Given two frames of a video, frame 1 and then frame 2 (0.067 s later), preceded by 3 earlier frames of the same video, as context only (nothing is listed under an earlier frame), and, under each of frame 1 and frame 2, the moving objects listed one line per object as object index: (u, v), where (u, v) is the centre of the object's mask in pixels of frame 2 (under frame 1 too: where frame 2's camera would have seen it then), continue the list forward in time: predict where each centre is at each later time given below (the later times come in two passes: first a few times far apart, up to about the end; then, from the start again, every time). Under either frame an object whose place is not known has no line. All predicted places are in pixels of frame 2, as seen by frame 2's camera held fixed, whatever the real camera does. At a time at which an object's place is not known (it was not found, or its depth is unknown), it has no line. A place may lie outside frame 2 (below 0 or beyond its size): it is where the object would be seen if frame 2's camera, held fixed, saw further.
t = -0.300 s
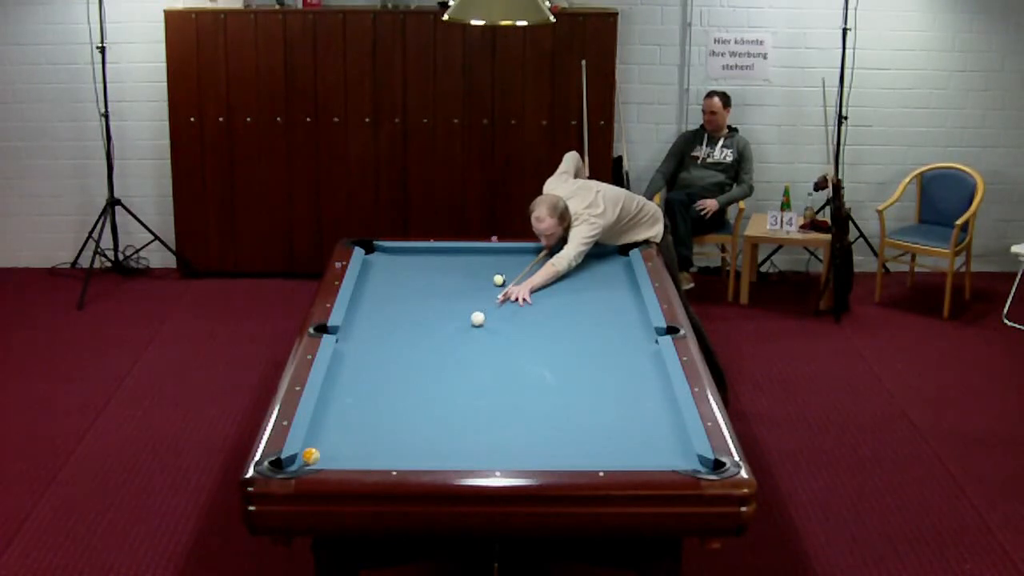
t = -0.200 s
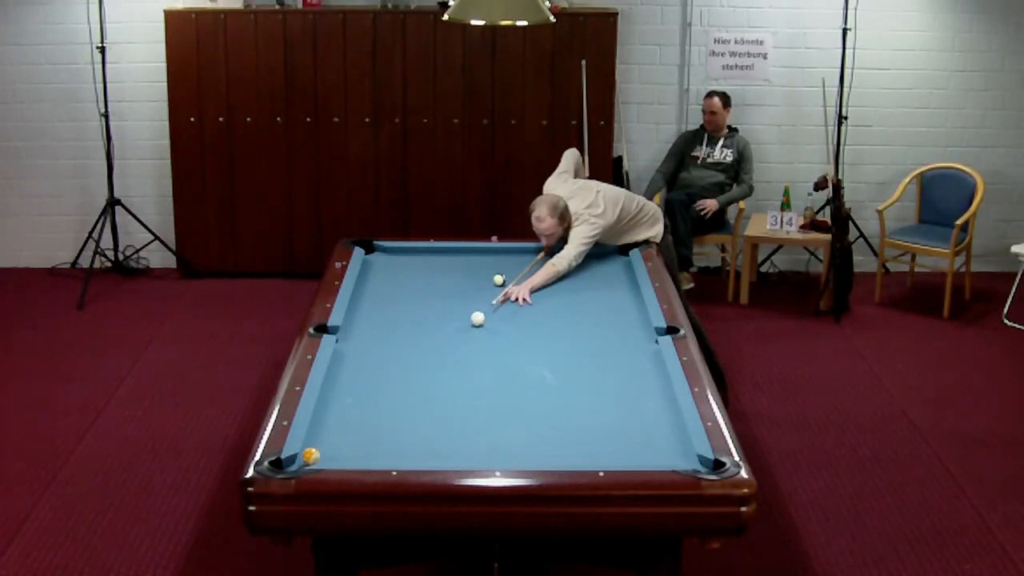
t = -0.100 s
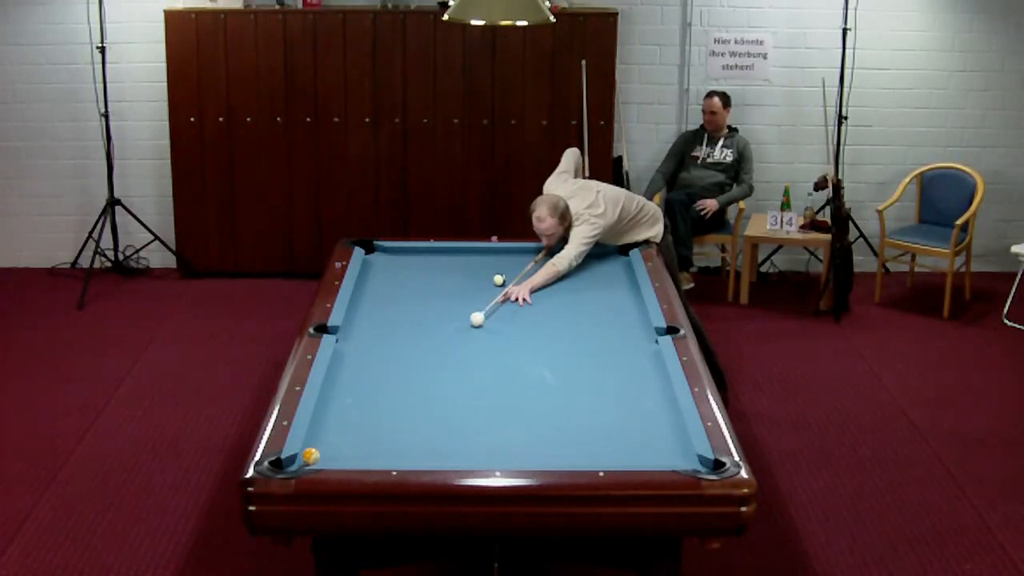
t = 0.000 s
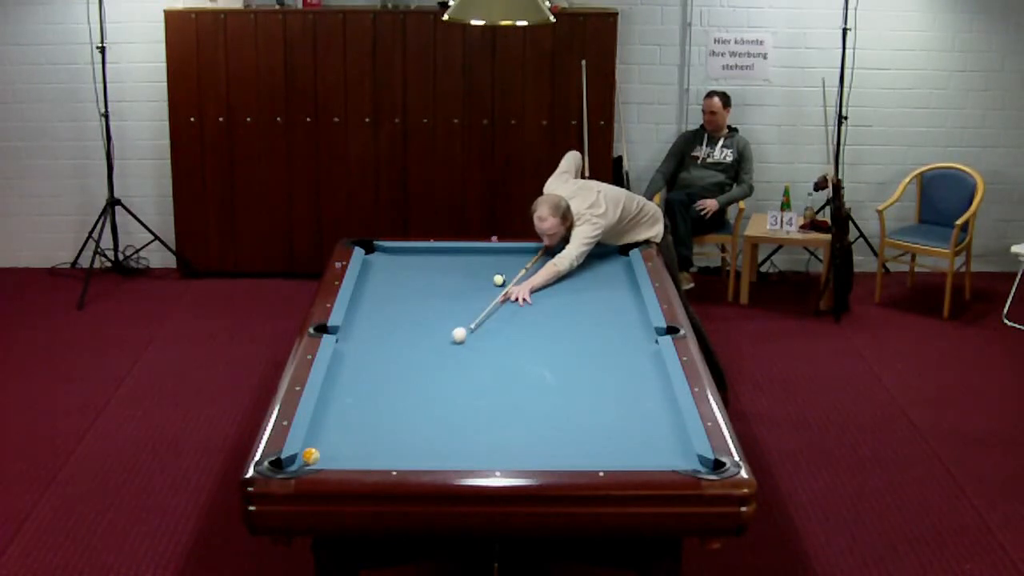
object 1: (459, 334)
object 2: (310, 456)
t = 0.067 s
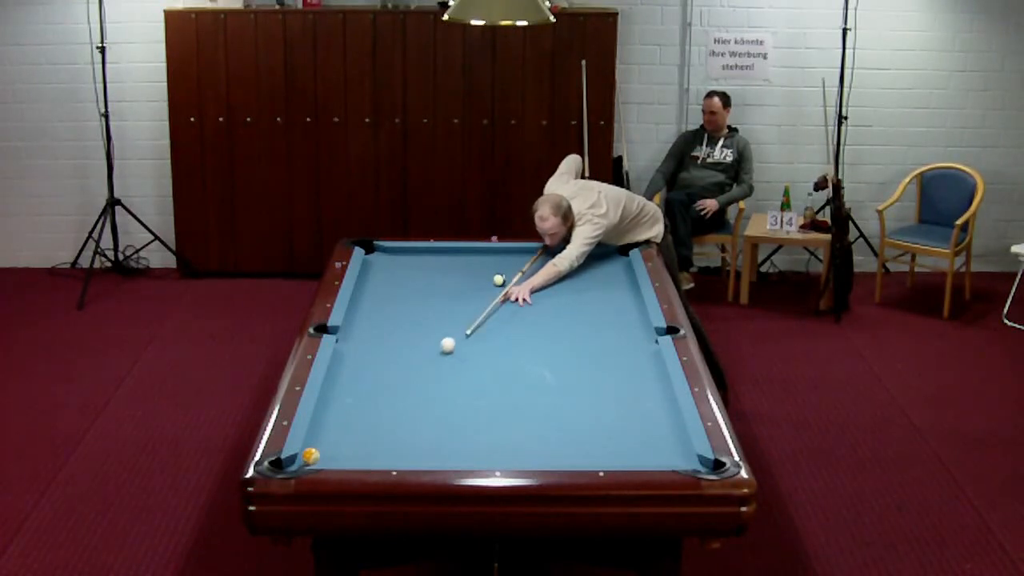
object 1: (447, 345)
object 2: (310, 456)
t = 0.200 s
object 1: (424, 366)
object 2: (310, 456)
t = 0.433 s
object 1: (378, 406)
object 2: (310, 456)
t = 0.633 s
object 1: (333, 447)
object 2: (310, 456)
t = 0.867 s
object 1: (353, 453)
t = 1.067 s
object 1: (375, 443)
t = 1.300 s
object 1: (398, 432)
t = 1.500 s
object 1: (417, 424)
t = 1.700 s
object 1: (435, 415)
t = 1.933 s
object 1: (455, 406)
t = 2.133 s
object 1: (470, 399)
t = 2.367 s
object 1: (486, 391)
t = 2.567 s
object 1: (500, 385)
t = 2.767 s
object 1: (513, 379)
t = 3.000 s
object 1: (527, 373)
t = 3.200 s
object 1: (538, 367)
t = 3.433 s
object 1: (549, 362)
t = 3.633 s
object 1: (558, 358)
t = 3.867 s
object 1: (568, 353)
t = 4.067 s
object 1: (576, 349)
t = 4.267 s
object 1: (583, 345)
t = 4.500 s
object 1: (591, 342)
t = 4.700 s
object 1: (597, 340)
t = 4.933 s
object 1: (603, 336)
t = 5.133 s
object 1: (609, 334)
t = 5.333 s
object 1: (613, 333)
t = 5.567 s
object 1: (618, 330)
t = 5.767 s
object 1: (622, 329)
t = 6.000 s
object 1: (625, 327)
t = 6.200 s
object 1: (627, 326)
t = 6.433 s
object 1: (630, 325)
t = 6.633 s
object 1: (632, 325)
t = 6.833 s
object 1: (632, 324)
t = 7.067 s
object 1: (632, 323)
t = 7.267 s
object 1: (633, 323)
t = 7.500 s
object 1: (633, 323)
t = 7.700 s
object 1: (632, 323)
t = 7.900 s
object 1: (632, 323)
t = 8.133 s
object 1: (632, 323)
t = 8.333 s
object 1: (632, 323)
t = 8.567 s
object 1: (632, 323)
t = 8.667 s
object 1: (632, 323)
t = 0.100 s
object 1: (442, 350)
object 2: (310, 456)
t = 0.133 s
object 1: (436, 355)
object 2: (310, 456)
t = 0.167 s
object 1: (430, 360)
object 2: (310, 456)
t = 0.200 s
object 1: (424, 366)
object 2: (310, 456)
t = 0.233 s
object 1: (418, 371)
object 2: (310, 456)
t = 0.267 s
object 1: (412, 377)
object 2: (310, 456)
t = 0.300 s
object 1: (405, 382)
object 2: (310, 456)
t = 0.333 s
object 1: (398, 388)
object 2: (310, 456)
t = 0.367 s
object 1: (392, 394)
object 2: (310, 456)
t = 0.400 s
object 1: (385, 400)
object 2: (310, 456)
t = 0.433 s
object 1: (378, 406)
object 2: (310, 456)
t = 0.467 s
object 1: (371, 413)
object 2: (310, 456)
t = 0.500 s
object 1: (363, 419)
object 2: (310, 456)
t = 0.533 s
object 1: (356, 426)
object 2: (310, 456)
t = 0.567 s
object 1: (349, 433)
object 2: (310, 456)
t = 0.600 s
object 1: (341, 440)
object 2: (310, 456)
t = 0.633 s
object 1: (333, 447)
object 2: (310, 456)
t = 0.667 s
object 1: (327, 452)
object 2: (309, 456)
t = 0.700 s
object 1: (331, 454)
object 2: (297, 459)
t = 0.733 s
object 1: (335, 458)
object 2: (290, 463)
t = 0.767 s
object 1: (340, 458)
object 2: (285, 467)
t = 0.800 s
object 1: (345, 456)
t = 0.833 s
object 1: (349, 454)
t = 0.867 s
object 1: (353, 453)
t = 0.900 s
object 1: (357, 452)
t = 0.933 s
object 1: (361, 450)
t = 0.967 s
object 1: (364, 449)
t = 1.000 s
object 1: (368, 447)
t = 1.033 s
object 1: (371, 445)
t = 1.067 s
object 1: (375, 443)
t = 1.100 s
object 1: (378, 442)
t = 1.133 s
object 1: (382, 440)
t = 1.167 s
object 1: (385, 438)
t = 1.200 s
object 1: (388, 437)
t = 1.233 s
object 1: (392, 435)
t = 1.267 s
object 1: (395, 434)
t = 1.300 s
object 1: (398, 432)
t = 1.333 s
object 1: (402, 431)
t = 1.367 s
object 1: (405, 429)
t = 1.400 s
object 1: (408, 428)
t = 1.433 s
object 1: (411, 426)
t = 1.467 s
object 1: (414, 425)
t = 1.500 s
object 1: (417, 424)
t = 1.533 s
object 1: (420, 422)
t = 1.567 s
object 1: (423, 421)
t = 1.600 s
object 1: (426, 419)
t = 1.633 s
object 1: (429, 418)
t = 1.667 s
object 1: (432, 416)
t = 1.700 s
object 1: (435, 415)
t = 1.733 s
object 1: (438, 414)
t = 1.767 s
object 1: (440, 412)
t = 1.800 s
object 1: (443, 411)
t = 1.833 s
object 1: (446, 410)
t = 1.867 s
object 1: (449, 408)
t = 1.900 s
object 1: (452, 407)
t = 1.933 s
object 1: (455, 406)
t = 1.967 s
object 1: (457, 405)
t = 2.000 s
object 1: (460, 403)
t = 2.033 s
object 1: (462, 402)
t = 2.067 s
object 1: (465, 401)
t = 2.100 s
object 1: (467, 400)
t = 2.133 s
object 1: (470, 399)
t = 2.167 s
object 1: (472, 398)
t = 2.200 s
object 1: (475, 397)
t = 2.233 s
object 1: (477, 396)
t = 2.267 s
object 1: (479, 394)
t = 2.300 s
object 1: (482, 393)
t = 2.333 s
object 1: (484, 392)
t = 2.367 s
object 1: (486, 391)
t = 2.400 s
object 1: (489, 390)
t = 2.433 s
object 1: (491, 389)
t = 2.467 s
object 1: (494, 388)
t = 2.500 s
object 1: (496, 387)
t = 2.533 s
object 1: (498, 386)
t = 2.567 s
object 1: (500, 385)
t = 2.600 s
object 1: (502, 384)
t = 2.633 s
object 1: (504, 383)
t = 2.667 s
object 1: (506, 381)
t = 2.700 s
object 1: (508, 381)
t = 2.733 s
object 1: (510, 380)
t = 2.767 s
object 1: (513, 379)
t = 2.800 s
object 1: (515, 378)
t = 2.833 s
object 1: (517, 377)
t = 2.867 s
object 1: (519, 376)
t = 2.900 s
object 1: (521, 375)
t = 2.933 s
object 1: (523, 374)
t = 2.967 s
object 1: (525, 373)
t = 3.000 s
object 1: (527, 373)
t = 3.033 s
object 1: (528, 372)
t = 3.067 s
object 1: (530, 371)
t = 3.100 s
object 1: (532, 370)
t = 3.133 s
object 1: (534, 369)
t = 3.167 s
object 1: (536, 368)
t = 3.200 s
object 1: (538, 367)
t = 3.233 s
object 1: (539, 367)
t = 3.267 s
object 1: (541, 366)
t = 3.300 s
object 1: (543, 365)
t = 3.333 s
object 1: (544, 364)
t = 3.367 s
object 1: (546, 364)
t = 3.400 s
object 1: (548, 363)
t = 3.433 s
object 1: (549, 362)
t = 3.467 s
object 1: (551, 361)
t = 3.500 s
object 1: (552, 361)
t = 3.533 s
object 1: (554, 360)
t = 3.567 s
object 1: (555, 359)
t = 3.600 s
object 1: (557, 358)
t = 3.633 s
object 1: (558, 358)
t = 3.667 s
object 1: (560, 357)
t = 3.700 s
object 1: (562, 356)
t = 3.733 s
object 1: (563, 356)
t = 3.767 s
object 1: (564, 355)
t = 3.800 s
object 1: (566, 354)
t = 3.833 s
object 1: (567, 354)
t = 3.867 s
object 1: (568, 353)
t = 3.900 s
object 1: (570, 352)
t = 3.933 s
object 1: (571, 352)
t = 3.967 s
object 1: (572, 351)
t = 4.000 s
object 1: (573, 350)
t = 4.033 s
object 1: (575, 349)
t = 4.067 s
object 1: (576, 349)
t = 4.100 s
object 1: (577, 348)
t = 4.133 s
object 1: (579, 347)
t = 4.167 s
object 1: (580, 347)
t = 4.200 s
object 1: (581, 347)
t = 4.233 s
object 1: (582, 346)
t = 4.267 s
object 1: (583, 345)
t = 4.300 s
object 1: (584, 345)
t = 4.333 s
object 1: (586, 344)
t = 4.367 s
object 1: (587, 344)
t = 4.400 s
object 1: (588, 343)
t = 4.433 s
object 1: (589, 343)
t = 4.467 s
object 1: (590, 343)
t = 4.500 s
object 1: (591, 342)
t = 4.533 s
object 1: (592, 342)
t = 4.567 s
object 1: (593, 341)
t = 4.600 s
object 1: (594, 341)
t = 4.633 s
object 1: (595, 340)
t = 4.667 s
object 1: (596, 340)
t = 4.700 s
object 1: (597, 340)
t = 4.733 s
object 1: (598, 339)
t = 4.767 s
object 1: (599, 338)
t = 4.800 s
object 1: (600, 338)
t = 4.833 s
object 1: (601, 338)
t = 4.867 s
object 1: (602, 337)
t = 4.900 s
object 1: (603, 337)
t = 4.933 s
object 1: (603, 336)
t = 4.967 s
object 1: (604, 336)
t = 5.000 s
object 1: (605, 336)
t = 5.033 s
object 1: (606, 336)
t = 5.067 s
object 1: (607, 335)
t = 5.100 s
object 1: (608, 335)
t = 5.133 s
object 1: (609, 334)
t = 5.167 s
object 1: (610, 334)
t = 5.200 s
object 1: (610, 334)
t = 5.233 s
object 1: (611, 333)
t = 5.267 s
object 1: (612, 333)
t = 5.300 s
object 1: (612, 333)
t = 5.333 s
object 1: (613, 333)
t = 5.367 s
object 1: (614, 332)
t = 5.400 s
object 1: (614, 332)
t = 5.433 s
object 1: (615, 331)
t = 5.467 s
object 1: (616, 331)
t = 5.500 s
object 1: (616, 331)
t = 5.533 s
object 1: (617, 330)
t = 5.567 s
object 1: (618, 330)
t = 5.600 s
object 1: (618, 330)
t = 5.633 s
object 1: (619, 329)
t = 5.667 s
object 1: (619, 329)
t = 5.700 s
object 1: (620, 329)
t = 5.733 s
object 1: (621, 329)
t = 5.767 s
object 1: (622, 329)
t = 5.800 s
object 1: (622, 329)
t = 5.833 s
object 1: (623, 328)
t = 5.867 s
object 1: (623, 328)
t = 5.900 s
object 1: (624, 328)
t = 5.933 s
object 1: (624, 328)
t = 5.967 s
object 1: (625, 327)
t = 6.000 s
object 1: (625, 327)
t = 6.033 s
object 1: (626, 327)
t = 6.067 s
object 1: (626, 327)
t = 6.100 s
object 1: (626, 327)
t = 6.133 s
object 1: (627, 326)
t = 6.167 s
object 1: (627, 326)
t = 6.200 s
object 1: (627, 326)
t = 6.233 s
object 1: (628, 326)
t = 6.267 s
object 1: (629, 326)
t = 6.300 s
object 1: (629, 326)
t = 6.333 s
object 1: (629, 326)
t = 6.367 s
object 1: (629, 325)
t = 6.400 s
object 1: (630, 325)
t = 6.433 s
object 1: (630, 325)
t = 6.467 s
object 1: (630, 325)
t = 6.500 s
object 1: (631, 325)
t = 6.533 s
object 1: (631, 325)
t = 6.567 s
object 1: (631, 325)
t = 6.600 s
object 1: (632, 325)
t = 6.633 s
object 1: (632, 325)
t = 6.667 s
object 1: (632, 325)
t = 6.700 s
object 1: (632, 324)
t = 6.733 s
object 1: (632, 324)
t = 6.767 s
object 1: (632, 324)
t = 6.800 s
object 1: (632, 324)
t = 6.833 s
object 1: (632, 324)
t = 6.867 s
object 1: (632, 324)
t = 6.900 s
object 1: (633, 324)
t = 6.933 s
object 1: (632, 324)
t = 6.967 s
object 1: (632, 324)
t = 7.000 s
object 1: (632, 324)
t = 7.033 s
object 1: (632, 323)
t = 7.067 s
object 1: (632, 323)
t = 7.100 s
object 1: (633, 323)
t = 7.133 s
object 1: (632, 323)
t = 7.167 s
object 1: (633, 323)
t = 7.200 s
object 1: (633, 323)
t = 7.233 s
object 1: (633, 323)
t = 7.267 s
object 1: (633, 323)
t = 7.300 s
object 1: (633, 323)
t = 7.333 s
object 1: (633, 323)
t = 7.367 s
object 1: (633, 323)
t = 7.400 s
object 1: (633, 323)
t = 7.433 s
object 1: (633, 323)
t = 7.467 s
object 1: (633, 323)
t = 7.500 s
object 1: (633, 323)
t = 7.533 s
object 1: (633, 323)
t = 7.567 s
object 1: (633, 323)
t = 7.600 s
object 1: (632, 324)
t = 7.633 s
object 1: (632, 324)
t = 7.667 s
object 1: (632, 323)
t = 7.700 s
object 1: (632, 323)
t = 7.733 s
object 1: (632, 323)
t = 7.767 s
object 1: (632, 323)
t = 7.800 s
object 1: (632, 323)
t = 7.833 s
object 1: (632, 323)
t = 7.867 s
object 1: (632, 323)
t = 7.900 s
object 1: (632, 323)
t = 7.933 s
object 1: (632, 323)
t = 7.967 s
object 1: (632, 323)
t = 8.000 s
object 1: (632, 323)
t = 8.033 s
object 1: (632, 323)
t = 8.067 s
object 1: (632, 323)
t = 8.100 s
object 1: (633, 323)
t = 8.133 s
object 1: (632, 323)
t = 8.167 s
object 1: (632, 323)
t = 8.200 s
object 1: (632, 323)
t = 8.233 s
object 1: (633, 323)
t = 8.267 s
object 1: (632, 323)
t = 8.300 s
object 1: (632, 323)
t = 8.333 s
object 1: (632, 323)
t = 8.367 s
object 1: (632, 323)
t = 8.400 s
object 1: (632, 323)
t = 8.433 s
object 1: (632, 323)
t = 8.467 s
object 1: (632, 323)
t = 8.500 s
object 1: (633, 323)
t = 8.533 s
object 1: (633, 323)
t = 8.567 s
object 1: (632, 323)
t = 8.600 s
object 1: (632, 323)
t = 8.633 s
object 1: (632, 323)
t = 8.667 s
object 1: (632, 323)
